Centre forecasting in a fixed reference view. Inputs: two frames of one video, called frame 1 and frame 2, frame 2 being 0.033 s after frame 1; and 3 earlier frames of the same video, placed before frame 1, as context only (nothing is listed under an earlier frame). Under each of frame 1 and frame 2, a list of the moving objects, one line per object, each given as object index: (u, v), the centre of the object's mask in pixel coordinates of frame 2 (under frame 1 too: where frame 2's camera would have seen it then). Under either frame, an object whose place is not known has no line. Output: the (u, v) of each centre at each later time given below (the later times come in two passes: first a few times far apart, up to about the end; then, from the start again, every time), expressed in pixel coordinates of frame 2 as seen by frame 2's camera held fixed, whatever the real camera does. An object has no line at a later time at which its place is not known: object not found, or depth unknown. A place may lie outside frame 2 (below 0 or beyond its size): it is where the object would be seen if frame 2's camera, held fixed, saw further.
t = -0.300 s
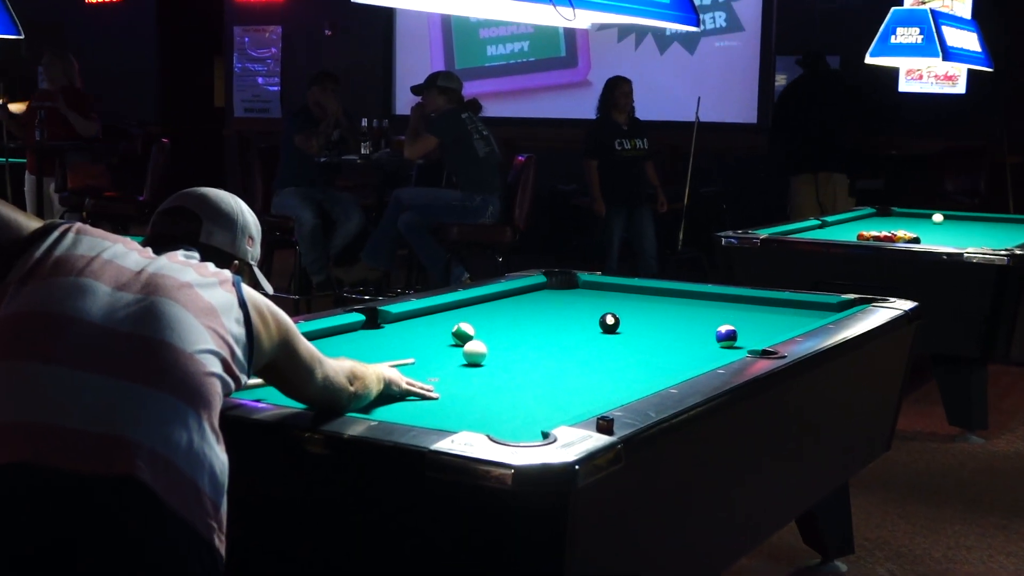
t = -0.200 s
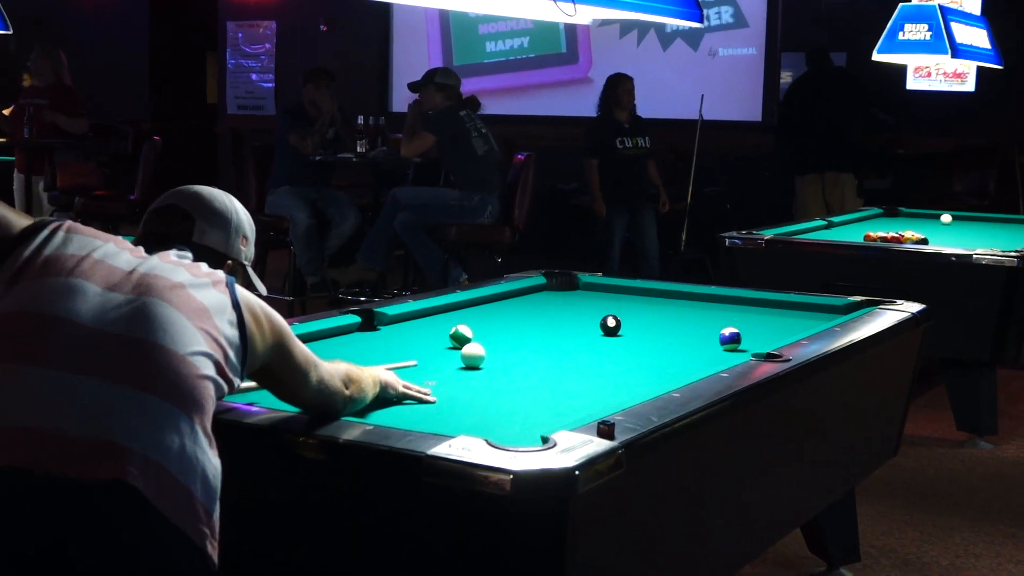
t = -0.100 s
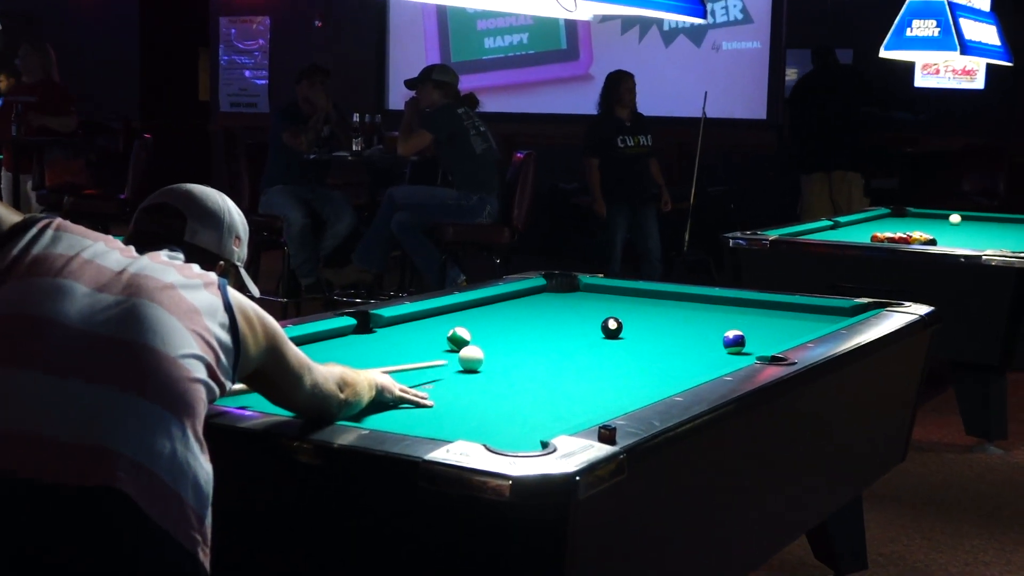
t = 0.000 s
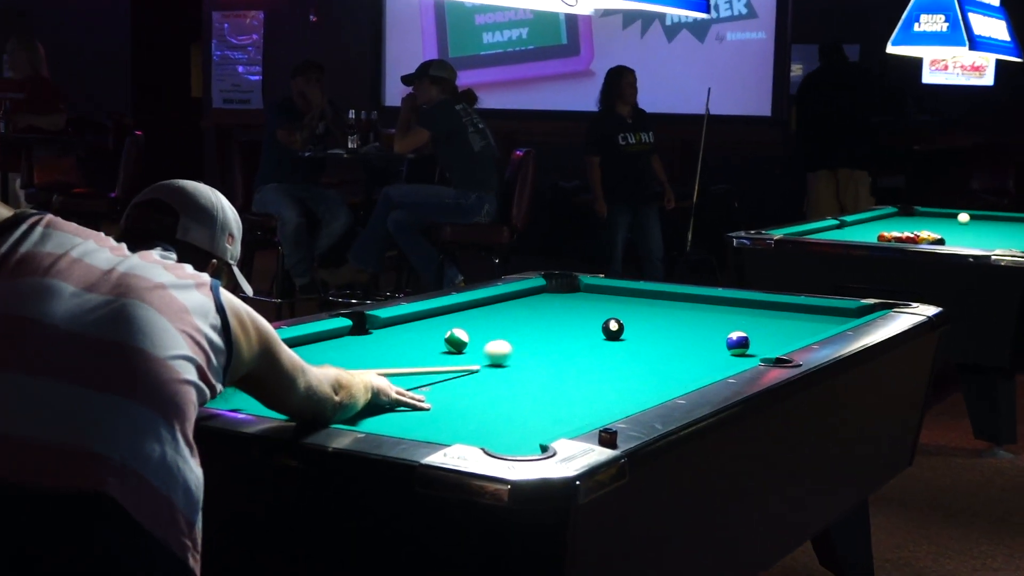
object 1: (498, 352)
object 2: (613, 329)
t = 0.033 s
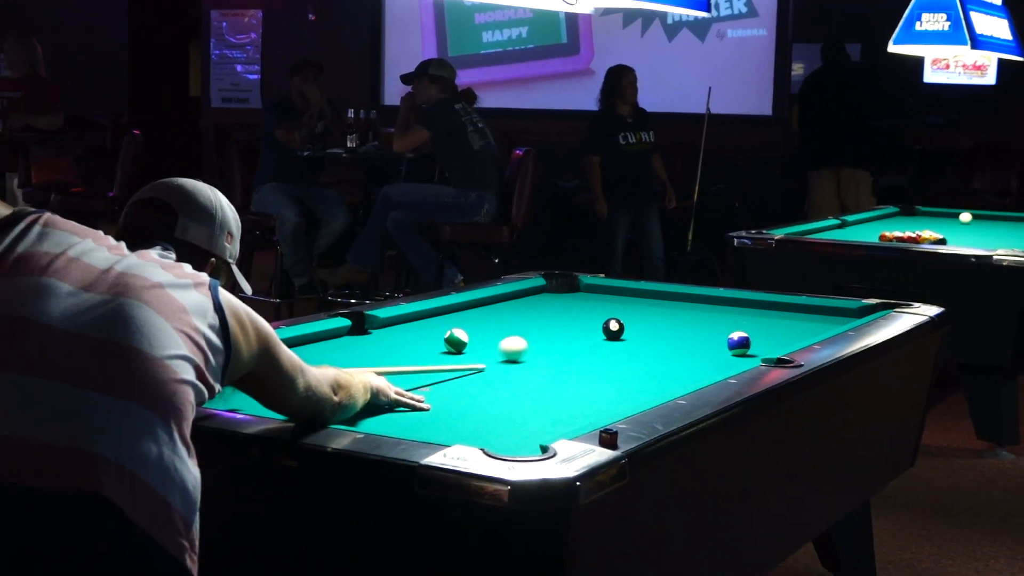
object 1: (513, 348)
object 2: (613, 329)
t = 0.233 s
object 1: (585, 330)
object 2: (614, 329)
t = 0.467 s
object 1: (583, 319)
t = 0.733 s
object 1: (573, 309)
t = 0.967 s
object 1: (564, 300)
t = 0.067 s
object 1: (527, 345)
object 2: (614, 330)
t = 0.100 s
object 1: (541, 342)
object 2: (614, 330)
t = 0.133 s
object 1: (553, 338)
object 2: (614, 329)
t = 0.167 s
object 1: (565, 336)
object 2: (614, 329)
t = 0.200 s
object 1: (576, 333)
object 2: (614, 330)
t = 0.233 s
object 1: (585, 330)
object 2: (614, 329)
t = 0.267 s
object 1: (592, 329)
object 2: (617, 330)
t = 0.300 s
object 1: (589, 326)
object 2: (629, 328)
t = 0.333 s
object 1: (587, 326)
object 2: (638, 329)
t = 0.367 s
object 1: (586, 324)
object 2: (648, 329)
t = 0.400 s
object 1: (585, 322)
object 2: (656, 328)
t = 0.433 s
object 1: (584, 321)
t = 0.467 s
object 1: (583, 319)
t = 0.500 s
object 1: (581, 318)
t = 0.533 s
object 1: (580, 317)
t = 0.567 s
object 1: (580, 316)
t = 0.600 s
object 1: (578, 315)
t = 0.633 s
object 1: (577, 314)
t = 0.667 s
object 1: (575, 312)
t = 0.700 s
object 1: (574, 311)
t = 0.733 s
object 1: (573, 309)
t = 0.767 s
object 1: (571, 308)
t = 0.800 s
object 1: (570, 306)
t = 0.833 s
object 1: (568, 305)
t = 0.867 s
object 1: (567, 304)
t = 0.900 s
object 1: (566, 303)
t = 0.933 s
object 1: (565, 301)
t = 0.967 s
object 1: (564, 300)
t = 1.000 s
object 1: (563, 299)
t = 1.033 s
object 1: (562, 298)
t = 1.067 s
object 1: (561, 297)
